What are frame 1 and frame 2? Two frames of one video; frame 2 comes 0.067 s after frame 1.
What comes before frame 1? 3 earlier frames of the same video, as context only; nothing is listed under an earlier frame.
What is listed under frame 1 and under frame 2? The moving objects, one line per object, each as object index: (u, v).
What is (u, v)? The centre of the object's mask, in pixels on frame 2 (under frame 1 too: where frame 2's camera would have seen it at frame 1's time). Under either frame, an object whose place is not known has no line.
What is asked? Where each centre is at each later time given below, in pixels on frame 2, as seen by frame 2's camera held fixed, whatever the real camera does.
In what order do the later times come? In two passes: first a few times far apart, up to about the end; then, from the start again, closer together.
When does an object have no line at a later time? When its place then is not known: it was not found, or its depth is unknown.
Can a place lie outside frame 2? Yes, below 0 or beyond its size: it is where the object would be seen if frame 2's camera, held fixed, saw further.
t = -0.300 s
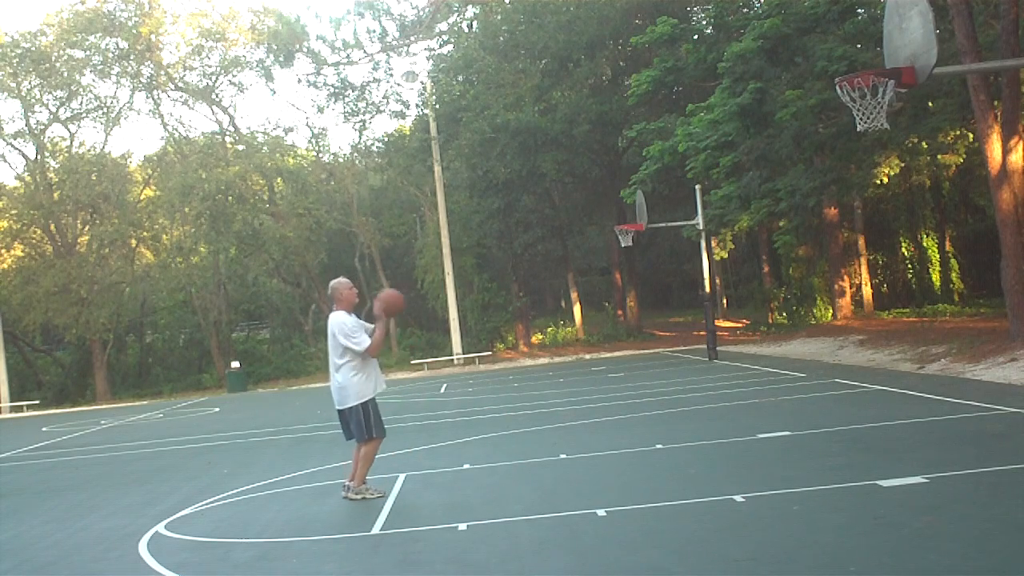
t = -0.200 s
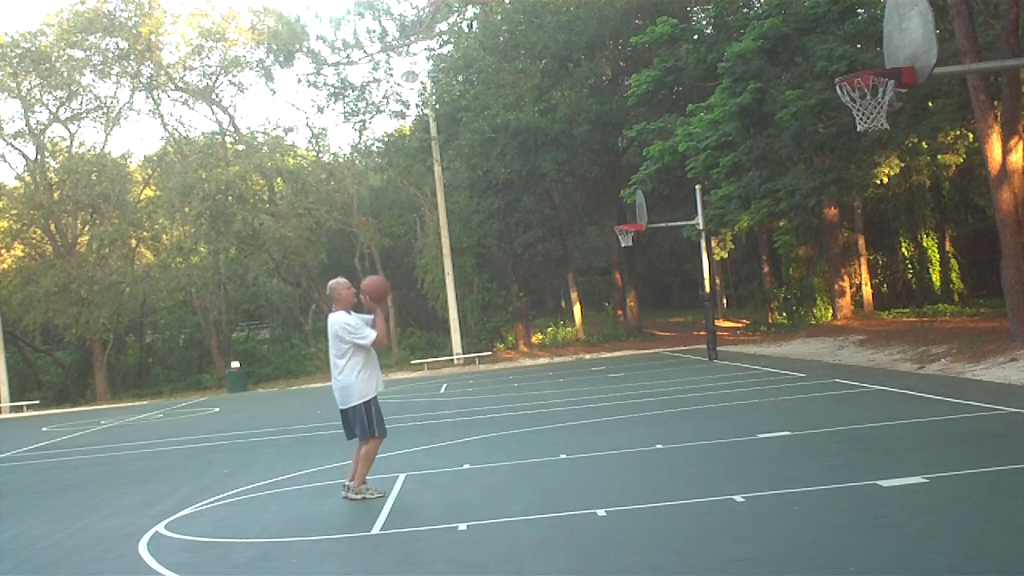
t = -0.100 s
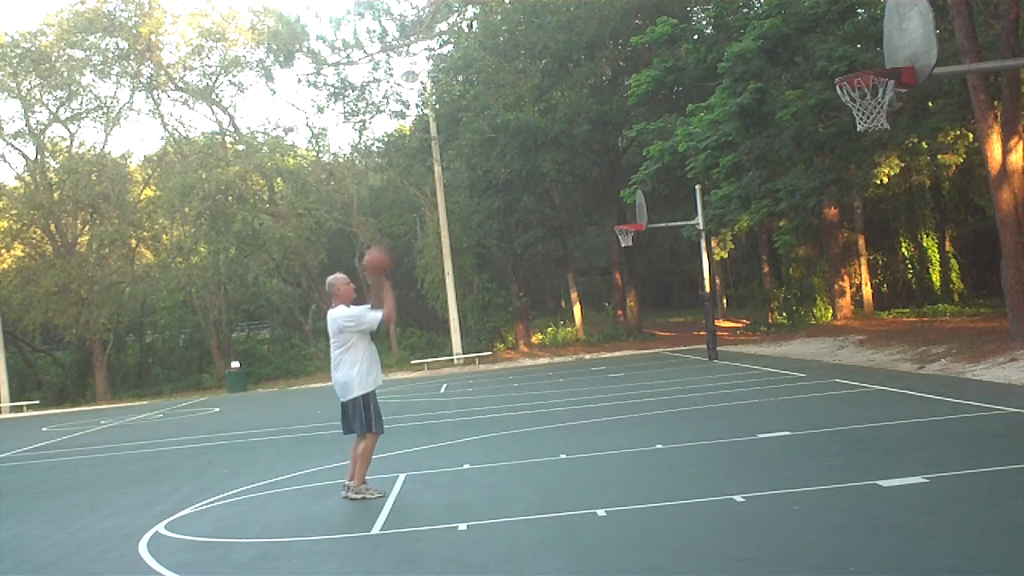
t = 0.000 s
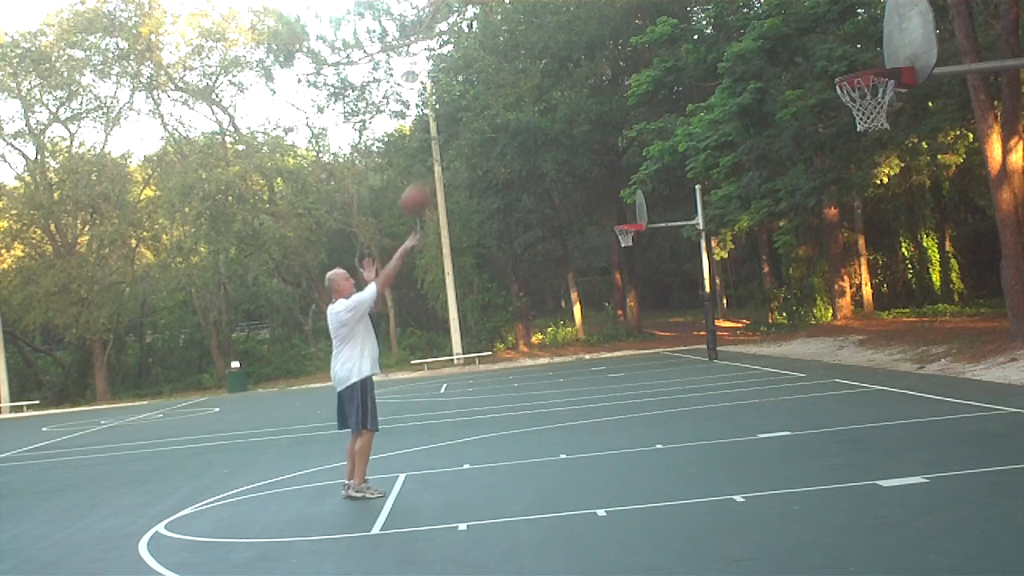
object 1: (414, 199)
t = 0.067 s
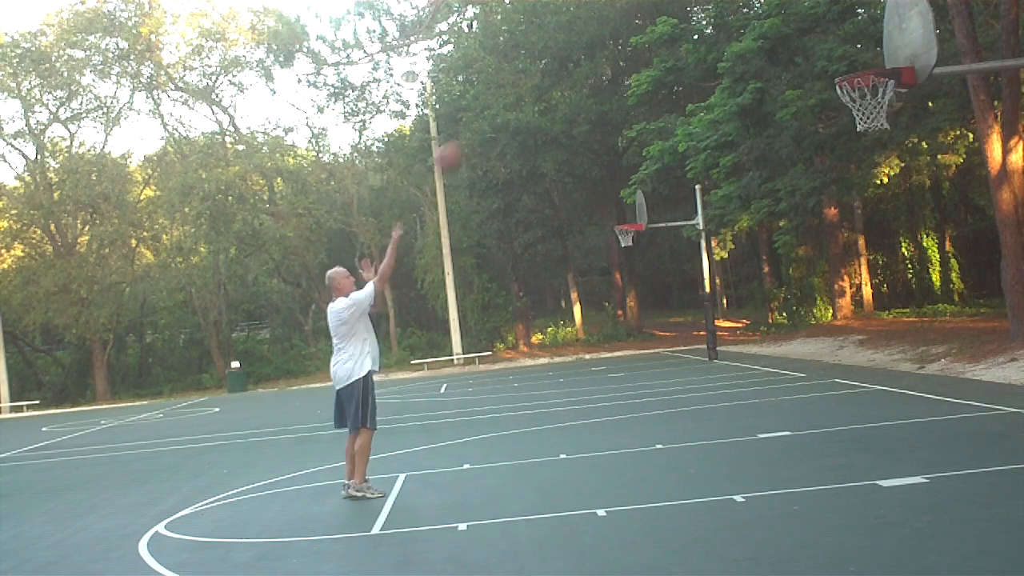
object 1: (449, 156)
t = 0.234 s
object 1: (531, 76)
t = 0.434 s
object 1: (630, 23)
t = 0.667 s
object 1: (754, 13)
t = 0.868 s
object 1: (866, 55)
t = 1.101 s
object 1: (854, 22)
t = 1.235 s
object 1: (866, 5)
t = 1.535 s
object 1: (892, 19)
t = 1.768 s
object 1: (891, 23)
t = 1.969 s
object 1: (893, 12)
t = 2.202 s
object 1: (903, 63)
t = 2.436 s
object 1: (921, 197)
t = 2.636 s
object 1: (944, 388)
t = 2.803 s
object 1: (941, 379)
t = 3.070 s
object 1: (917, 233)
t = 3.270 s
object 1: (907, 188)
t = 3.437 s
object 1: (901, 195)
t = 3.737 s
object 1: (902, 324)
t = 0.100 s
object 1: (463, 139)
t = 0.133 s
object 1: (479, 122)
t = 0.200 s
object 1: (513, 90)
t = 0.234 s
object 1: (531, 76)
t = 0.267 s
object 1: (547, 64)
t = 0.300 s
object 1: (563, 53)
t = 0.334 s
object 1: (580, 44)
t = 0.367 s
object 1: (597, 35)
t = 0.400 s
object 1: (614, 28)
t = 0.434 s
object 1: (630, 23)
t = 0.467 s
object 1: (648, 17)
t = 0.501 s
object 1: (666, 13)
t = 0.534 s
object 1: (683, 11)
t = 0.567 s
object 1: (700, 11)
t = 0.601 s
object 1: (718, 10)
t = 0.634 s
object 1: (735, 12)
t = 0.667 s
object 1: (754, 13)
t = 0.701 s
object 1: (773, 17)
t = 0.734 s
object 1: (792, 23)
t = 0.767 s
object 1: (809, 27)
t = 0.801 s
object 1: (827, 36)
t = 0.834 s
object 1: (846, 45)
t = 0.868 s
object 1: (866, 55)
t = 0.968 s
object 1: (843, 64)
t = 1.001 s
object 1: (846, 54)
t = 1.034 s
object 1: (849, 41)
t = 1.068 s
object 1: (852, 32)
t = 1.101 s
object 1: (854, 22)
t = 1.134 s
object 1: (857, 15)
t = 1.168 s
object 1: (858, 10)
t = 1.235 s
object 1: (866, 5)
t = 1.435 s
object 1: (889, 5)
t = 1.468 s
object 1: (892, 7)
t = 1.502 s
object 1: (892, 11)
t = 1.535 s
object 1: (892, 19)
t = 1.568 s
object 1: (892, 28)
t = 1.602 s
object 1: (893, 41)
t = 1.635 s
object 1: (893, 53)
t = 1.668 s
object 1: (892, 46)
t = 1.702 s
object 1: (892, 37)
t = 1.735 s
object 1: (891, 30)
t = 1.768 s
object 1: (891, 23)
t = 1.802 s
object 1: (891, 18)
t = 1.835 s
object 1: (891, 14)
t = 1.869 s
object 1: (891, 12)
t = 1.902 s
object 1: (892, 12)
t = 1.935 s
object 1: (892, 11)
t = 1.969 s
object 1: (893, 12)
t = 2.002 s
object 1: (893, 14)
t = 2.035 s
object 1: (895, 19)
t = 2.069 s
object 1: (896, 24)
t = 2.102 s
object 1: (897, 32)
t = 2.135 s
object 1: (899, 41)
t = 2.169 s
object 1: (901, 51)
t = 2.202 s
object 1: (903, 63)
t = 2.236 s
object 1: (904, 76)
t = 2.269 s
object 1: (907, 90)
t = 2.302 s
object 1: (909, 107)
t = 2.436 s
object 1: (921, 197)
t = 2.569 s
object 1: (934, 314)
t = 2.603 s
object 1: (937, 348)
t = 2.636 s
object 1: (944, 388)
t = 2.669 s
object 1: (949, 432)
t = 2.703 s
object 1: (951, 455)
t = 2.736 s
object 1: (948, 430)
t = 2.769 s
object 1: (943, 402)
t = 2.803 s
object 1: (941, 379)
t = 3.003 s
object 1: (922, 260)
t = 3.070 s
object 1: (917, 233)
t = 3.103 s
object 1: (915, 222)
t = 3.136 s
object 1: (913, 212)
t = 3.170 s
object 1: (911, 203)
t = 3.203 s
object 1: (909, 196)
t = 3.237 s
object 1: (908, 192)
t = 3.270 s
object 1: (907, 188)
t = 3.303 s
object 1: (905, 186)
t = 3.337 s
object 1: (904, 185)
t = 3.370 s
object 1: (903, 186)
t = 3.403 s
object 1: (903, 189)
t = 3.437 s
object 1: (901, 195)
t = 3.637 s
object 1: (900, 264)
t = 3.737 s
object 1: (902, 324)
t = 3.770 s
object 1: (903, 350)
